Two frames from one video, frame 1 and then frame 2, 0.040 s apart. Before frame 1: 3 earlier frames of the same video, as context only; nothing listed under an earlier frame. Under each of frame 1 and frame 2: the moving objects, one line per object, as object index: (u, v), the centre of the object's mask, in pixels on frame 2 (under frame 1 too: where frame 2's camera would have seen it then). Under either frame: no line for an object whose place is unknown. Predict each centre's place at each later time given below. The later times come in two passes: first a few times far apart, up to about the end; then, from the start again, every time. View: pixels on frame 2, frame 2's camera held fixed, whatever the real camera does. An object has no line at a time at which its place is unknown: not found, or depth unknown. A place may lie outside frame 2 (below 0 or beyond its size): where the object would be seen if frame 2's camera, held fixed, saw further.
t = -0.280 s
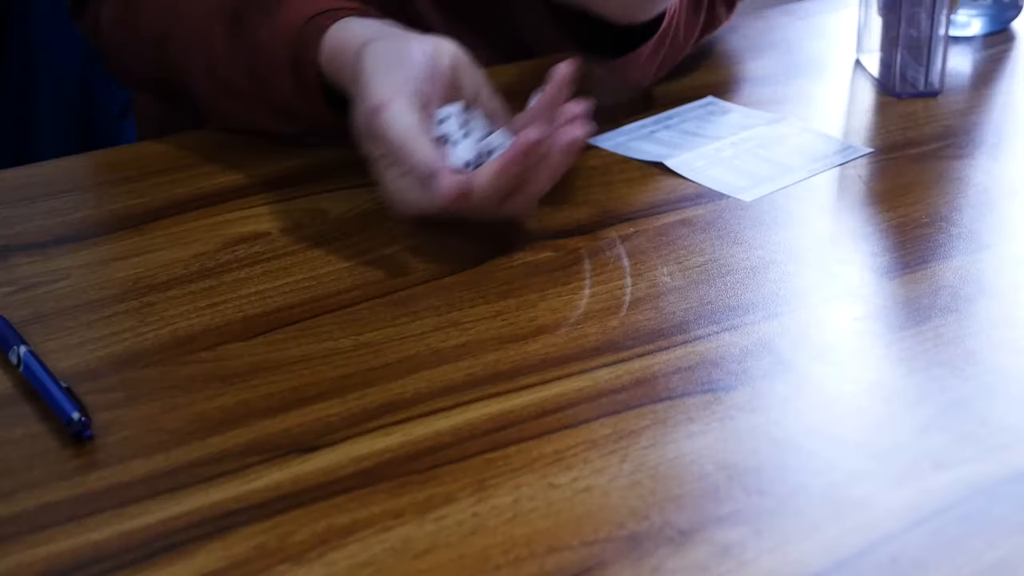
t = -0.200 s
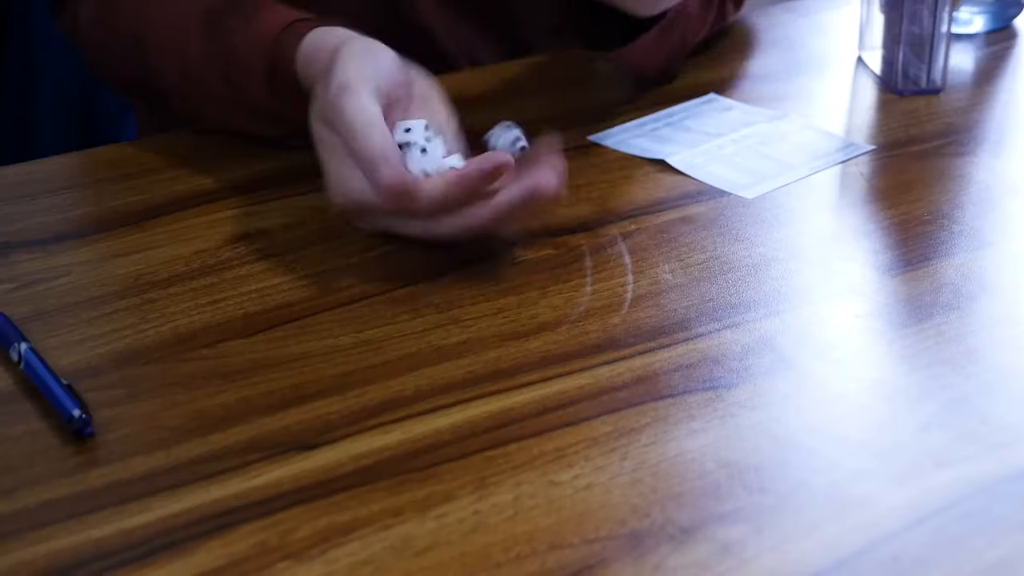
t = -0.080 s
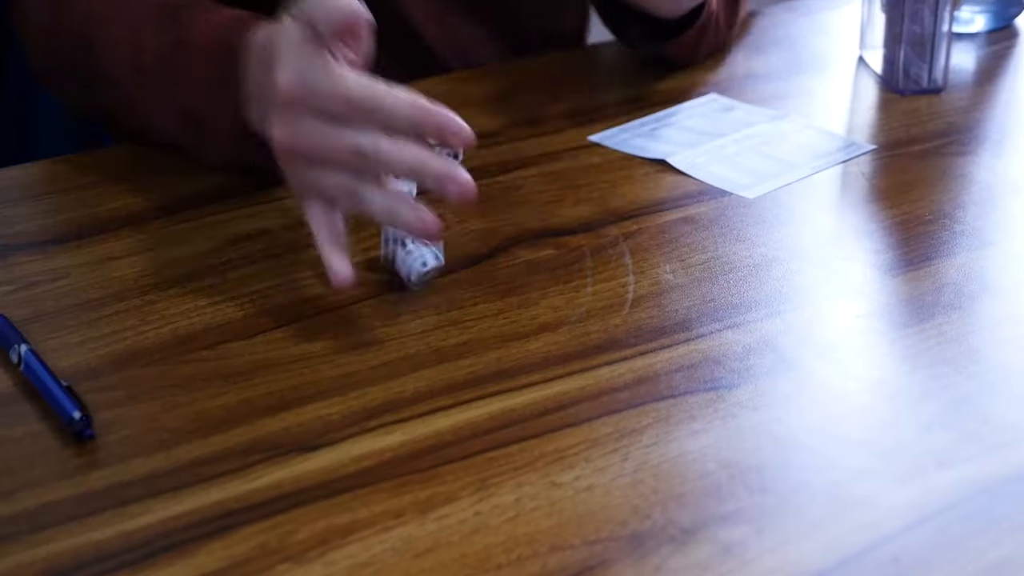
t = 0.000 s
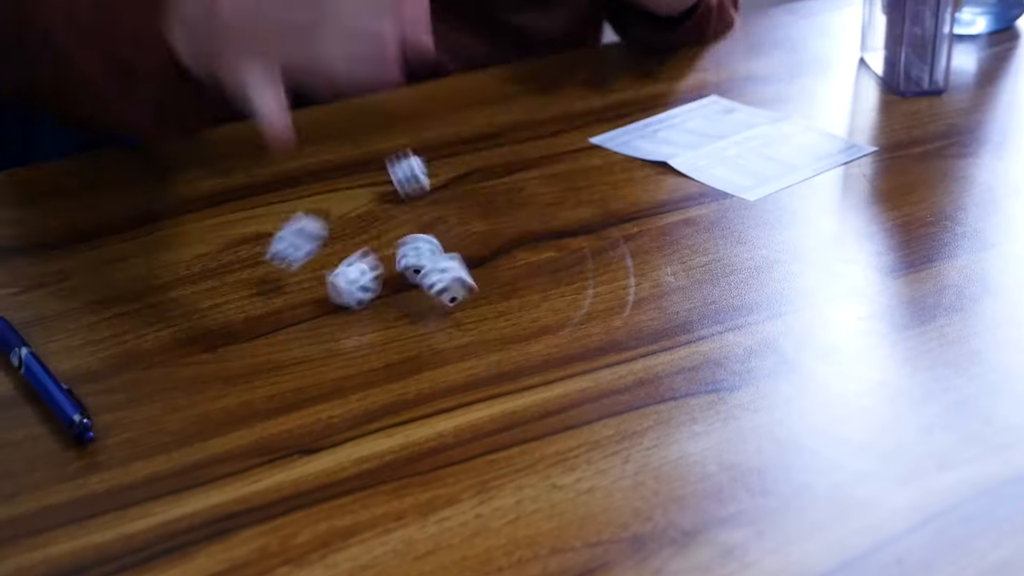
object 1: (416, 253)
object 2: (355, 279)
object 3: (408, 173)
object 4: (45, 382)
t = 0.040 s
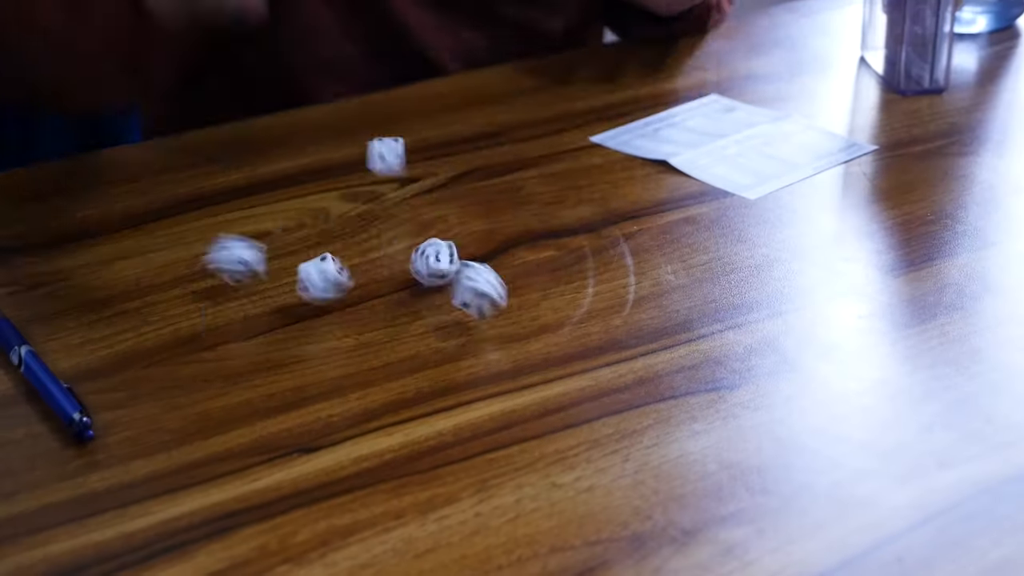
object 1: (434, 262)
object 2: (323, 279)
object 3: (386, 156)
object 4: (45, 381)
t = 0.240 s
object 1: (500, 291)
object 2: (164, 339)
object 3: (306, 184)
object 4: (59, 384)
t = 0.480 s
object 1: (547, 326)
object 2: (104, 360)
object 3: (254, 201)
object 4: (13, 409)
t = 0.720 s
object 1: (551, 330)
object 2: (102, 357)
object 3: (216, 209)
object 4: (-1, 389)
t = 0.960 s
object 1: (551, 330)
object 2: (102, 357)
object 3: (198, 212)
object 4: (-3, 389)
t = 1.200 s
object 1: (551, 330)
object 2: (102, 357)
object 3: (198, 212)
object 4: (0, 388)
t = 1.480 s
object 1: (551, 330)
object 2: (102, 357)
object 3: (197, 211)
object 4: (-3, 389)
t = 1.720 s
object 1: (551, 330)
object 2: (101, 357)
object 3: (197, 211)
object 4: (-8, 393)
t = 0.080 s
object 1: (449, 264)
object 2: (290, 300)
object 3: (367, 165)
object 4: (45, 382)
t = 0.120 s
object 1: (463, 275)
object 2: (258, 293)
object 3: (348, 183)
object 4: (45, 382)
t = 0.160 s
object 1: (475, 274)
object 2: (226, 311)
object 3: (333, 184)
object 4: (44, 381)
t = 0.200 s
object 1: (489, 283)
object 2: (195, 327)
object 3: (318, 185)
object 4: (44, 381)
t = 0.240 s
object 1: (500, 291)
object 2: (164, 339)
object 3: (306, 184)
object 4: (59, 384)
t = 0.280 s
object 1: (511, 296)
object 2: (136, 347)
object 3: (293, 178)
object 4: (67, 386)
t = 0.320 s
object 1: (520, 303)
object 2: (108, 362)
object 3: (284, 193)
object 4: (69, 387)
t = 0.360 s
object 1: (526, 311)
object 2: (104, 364)
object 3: (276, 193)
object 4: (57, 397)
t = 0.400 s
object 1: (534, 316)
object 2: (105, 365)
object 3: (269, 199)
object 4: (41, 403)
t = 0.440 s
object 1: (542, 322)
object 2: (104, 361)
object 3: (263, 196)
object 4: (26, 407)
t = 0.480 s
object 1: (547, 326)
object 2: (104, 360)
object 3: (254, 201)
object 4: (13, 409)
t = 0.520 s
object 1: (550, 329)
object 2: (103, 359)
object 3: (249, 205)
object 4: (4, 406)
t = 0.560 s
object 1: (551, 330)
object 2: (102, 358)
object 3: (240, 205)
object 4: (-2, 402)
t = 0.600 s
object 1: (551, 330)
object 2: (102, 358)
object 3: (236, 206)
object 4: (-3, 395)
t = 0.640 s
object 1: (551, 330)
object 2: (102, 357)
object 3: (228, 207)
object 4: (-3, 390)
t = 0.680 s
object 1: (551, 330)
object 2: (102, 357)
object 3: (223, 207)
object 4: (-2, 389)
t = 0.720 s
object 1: (551, 330)
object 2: (102, 357)
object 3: (216, 209)
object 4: (-1, 389)
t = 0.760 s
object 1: (551, 330)
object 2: (102, 357)
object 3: (211, 210)
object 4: (-2, 389)
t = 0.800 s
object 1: (551, 330)
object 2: (102, 357)
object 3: (207, 210)
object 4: (-2, 389)
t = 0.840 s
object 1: (551, 330)
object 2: (102, 357)
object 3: (203, 210)
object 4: (-2, 389)
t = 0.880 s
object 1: (551, 330)
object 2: (102, 357)
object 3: (200, 211)
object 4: (-3, 390)
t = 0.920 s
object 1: (551, 330)
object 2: (102, 357)
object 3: (198, 211)
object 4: (-3, 389)
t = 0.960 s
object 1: (551, 330)
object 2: (102, 357)
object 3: (198, 212)
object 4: (-3, 389)
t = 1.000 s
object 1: (551, 330)
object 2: (102, 357)
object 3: (197, 211)
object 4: (-3, 390)
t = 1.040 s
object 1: (551, 330)
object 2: (102, 357)
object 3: (198, 211)
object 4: (-3, 390)
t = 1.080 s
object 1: (551, 330)
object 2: (102, 357)
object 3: (197, 212)
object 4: (-2, 388)
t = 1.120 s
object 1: (551, 330)
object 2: (102, 357)
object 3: (197, 211)
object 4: (-2, 388)
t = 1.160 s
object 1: (551, 330)
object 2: (102, 357)
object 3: (197, 211)
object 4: (-1, 388)
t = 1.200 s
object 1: (551, 330)
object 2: (102, 357)
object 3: (198, 212)
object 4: (0, 388)
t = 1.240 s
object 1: (551, 330)
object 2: (102, 357)
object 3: (198, 212)
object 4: (0, 387)
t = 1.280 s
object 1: (551, 330)
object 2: (102, 357)
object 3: (198, 212)
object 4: (0, 387)
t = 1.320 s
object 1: (551, 330)
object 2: (102, 357)
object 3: (197, 212)
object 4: (0, 387)
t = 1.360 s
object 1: (551, 330)
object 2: (102, 357)
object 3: (197, 211)
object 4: (-1, 388)
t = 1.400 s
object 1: (551, 330)
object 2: (102, 357)
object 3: (197, 212)
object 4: (-1, 387)
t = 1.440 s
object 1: (551, 330)
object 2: (102, 357)
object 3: (197, 211)
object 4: (-1, 388)
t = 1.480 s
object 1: (551, 330)
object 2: (102, 357)
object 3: (197, 211)
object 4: (-3, 389)
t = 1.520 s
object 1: (551, 330)
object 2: (102, 357)
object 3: (197, 211)
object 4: (-4, 389)
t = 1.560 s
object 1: (551, 330)
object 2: (102, 357)
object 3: (197, 211)
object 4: (-5, 389)
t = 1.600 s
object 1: (551, 330)
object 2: (102, 357)
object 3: (197, 211)
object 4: (-6, 390)
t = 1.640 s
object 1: (551, 330)
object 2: (101, 357)
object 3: (197, 212)
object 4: (-7, 391)
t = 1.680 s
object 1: (551, 330)
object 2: (101, 357)
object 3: (197, 211)
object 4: (-8, 392)
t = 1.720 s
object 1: (551, 330)
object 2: (101, 357)
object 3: (197, 211)
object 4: (-8, 393)
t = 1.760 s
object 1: (551, 330)
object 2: (101, 357)
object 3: (197, 211)
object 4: (-9, 394)
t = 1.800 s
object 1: (551, 330)
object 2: (101, 357)
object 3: (197, 211)
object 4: (-10, 395)
